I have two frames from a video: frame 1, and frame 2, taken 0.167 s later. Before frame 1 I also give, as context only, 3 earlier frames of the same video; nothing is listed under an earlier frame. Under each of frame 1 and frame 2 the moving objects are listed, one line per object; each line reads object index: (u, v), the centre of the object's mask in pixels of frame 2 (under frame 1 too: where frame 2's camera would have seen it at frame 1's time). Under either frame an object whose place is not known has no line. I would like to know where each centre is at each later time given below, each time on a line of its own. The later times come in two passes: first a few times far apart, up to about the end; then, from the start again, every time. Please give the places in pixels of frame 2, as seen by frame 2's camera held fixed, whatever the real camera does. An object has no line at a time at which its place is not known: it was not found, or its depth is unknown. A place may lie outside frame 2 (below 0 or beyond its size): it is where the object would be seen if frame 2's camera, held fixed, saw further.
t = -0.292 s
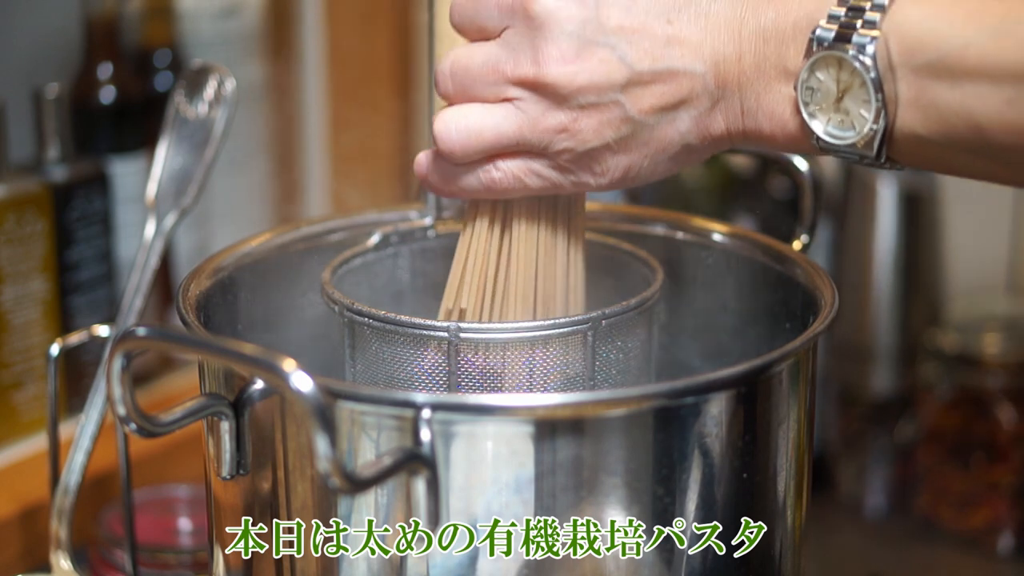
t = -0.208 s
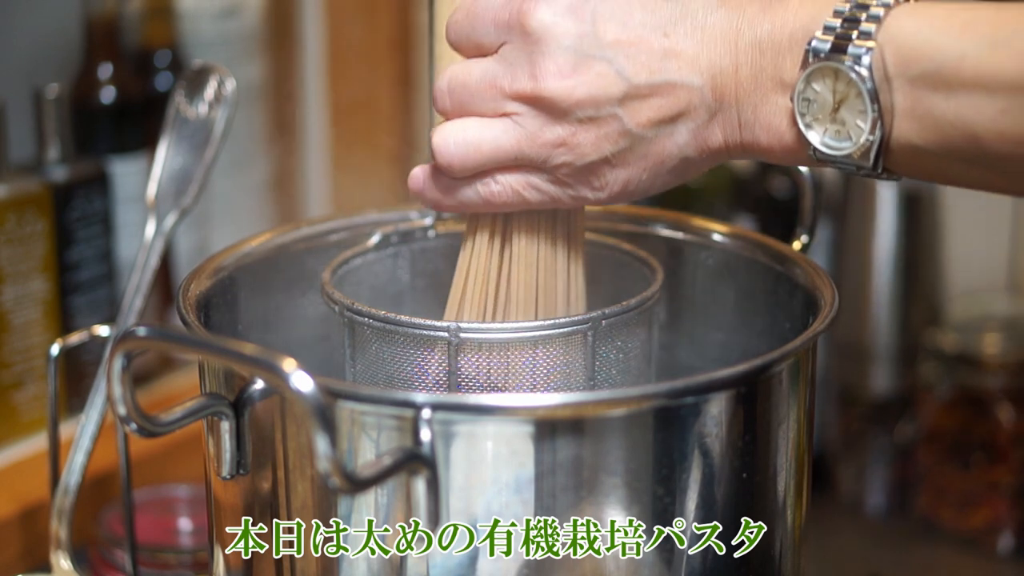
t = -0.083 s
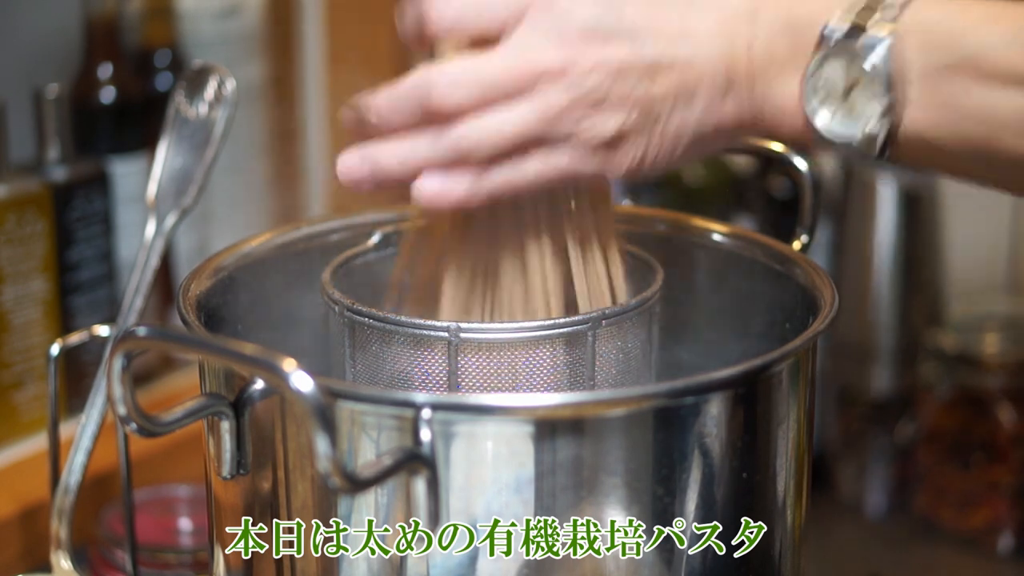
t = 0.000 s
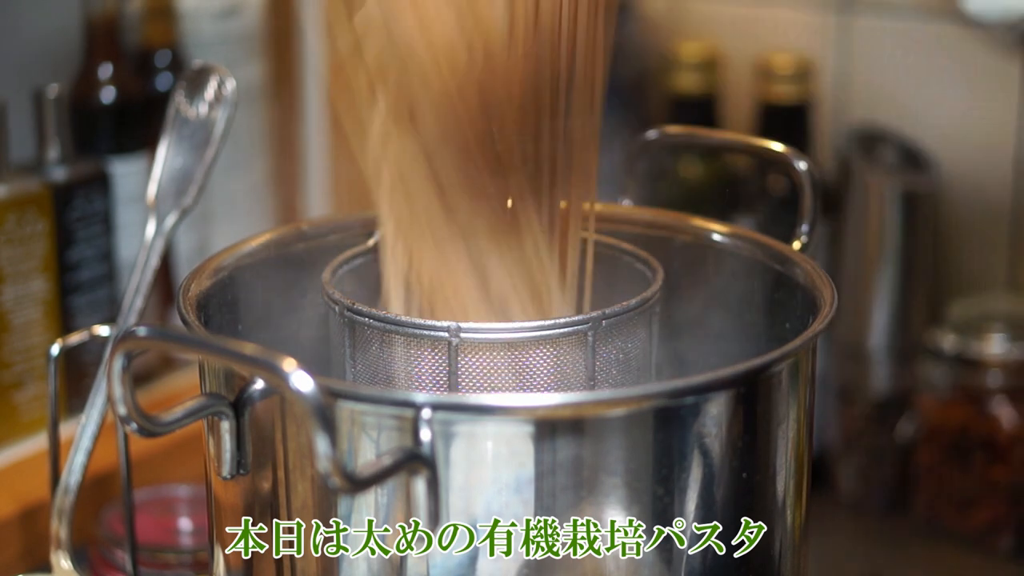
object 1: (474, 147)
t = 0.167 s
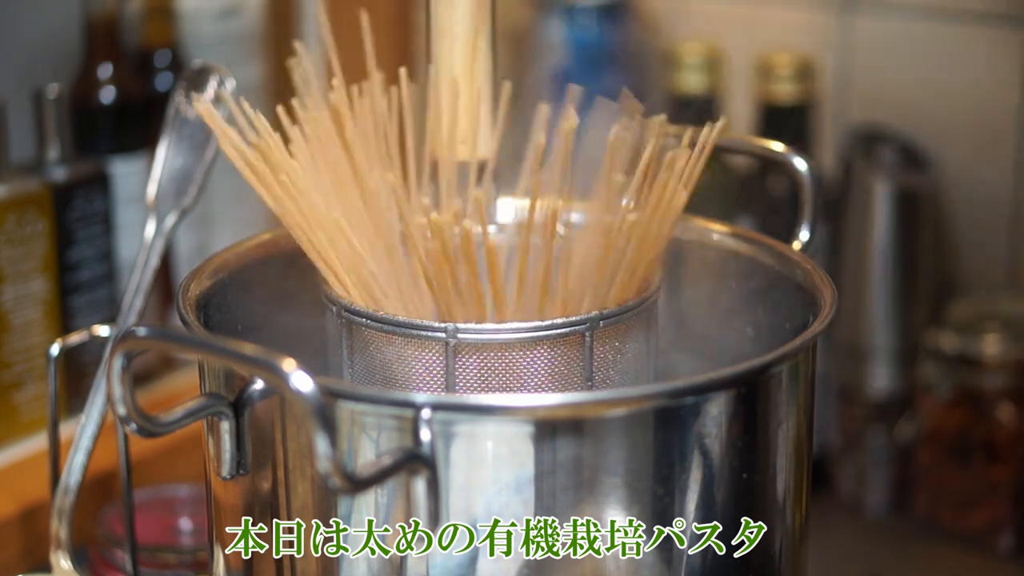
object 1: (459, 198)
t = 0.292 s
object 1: (461, 217)
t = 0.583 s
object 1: (458, 216)
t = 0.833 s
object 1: (466, 221)
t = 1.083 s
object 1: (456, 217)
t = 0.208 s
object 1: (463, 208)
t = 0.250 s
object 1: (463, 214)
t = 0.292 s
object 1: (461, 217)
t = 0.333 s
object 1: (470, 220)
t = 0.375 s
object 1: (467, 219)
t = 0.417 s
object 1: (467, 220)
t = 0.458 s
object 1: (462, 216)
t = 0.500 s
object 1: (459, 216)
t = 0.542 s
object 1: (460, 216)
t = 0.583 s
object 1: (458, 216)
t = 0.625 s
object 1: (455, 216)
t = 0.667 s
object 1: (455, 217)
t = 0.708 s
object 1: (455, 217)
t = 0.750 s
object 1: (455, 215)
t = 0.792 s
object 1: (455, 216)
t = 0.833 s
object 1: (466, 221)
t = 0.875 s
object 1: (455, 217)
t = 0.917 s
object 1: (455, 216)
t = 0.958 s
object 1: (467, 220)
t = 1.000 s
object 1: (455, 216)
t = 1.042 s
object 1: (455, 213)
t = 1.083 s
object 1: (456, 217)
